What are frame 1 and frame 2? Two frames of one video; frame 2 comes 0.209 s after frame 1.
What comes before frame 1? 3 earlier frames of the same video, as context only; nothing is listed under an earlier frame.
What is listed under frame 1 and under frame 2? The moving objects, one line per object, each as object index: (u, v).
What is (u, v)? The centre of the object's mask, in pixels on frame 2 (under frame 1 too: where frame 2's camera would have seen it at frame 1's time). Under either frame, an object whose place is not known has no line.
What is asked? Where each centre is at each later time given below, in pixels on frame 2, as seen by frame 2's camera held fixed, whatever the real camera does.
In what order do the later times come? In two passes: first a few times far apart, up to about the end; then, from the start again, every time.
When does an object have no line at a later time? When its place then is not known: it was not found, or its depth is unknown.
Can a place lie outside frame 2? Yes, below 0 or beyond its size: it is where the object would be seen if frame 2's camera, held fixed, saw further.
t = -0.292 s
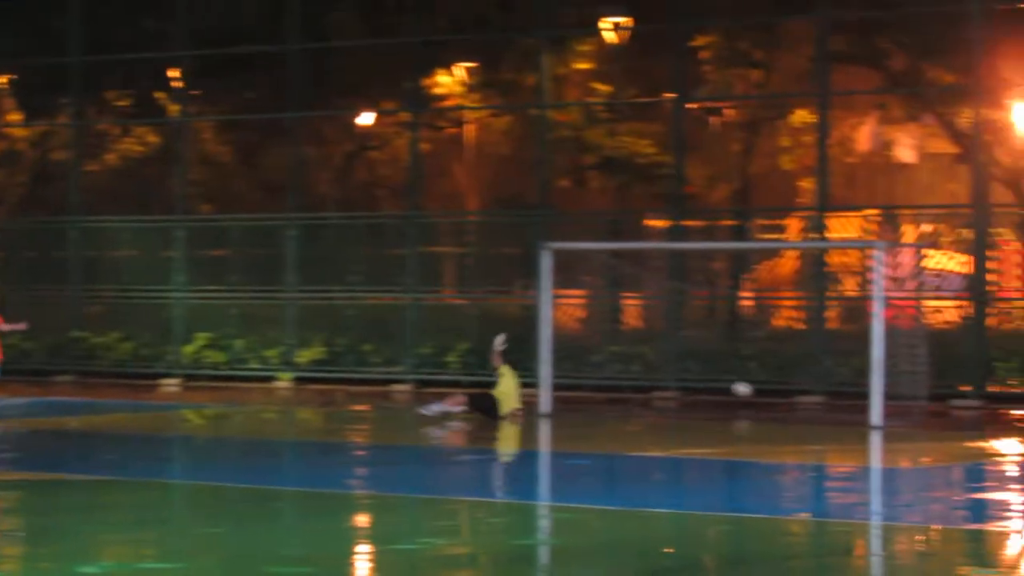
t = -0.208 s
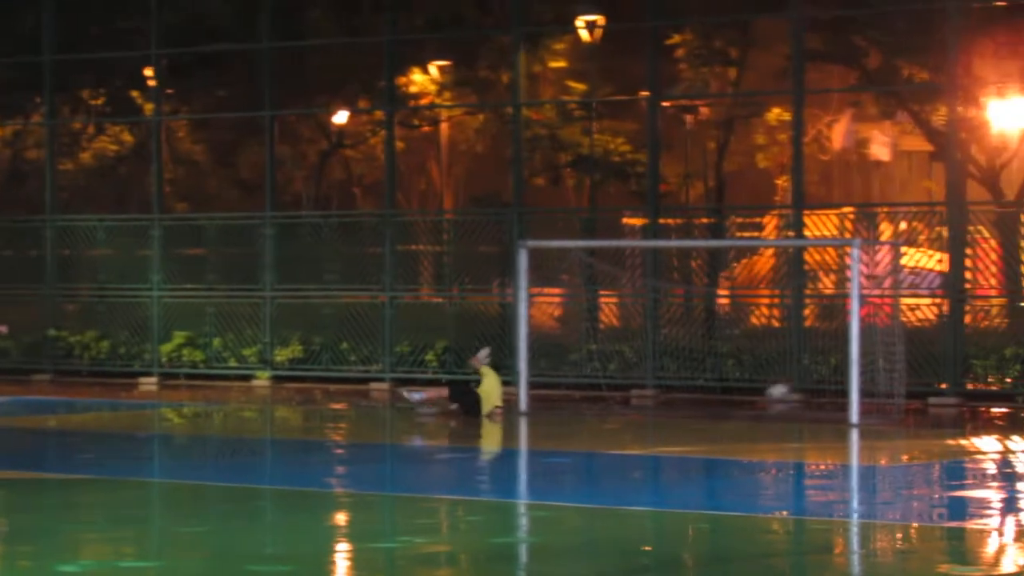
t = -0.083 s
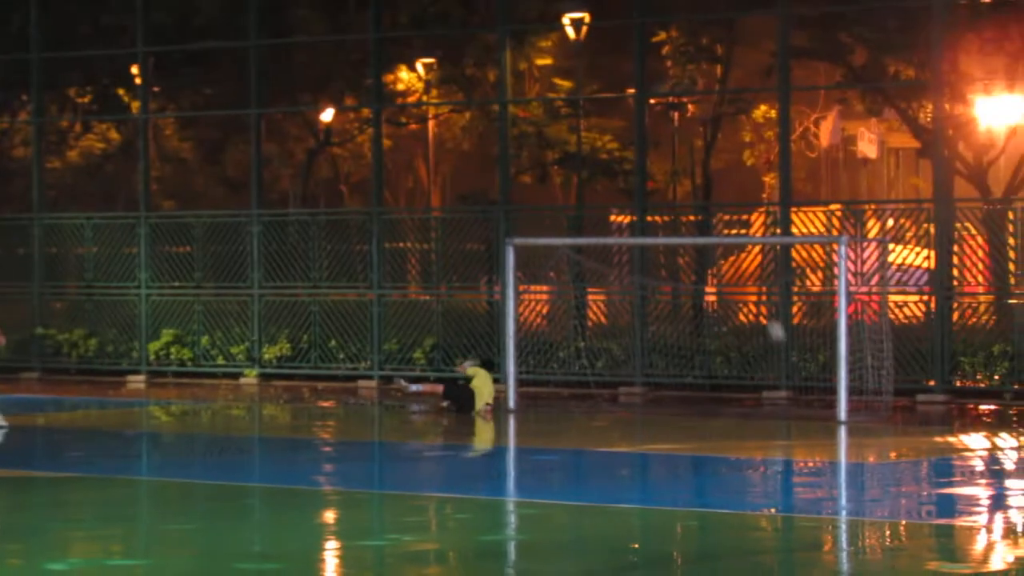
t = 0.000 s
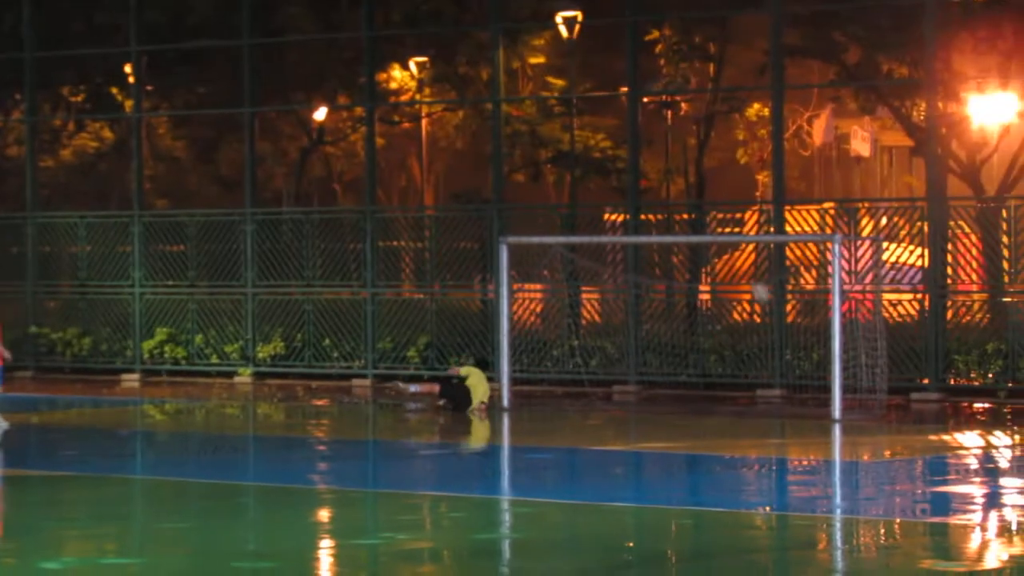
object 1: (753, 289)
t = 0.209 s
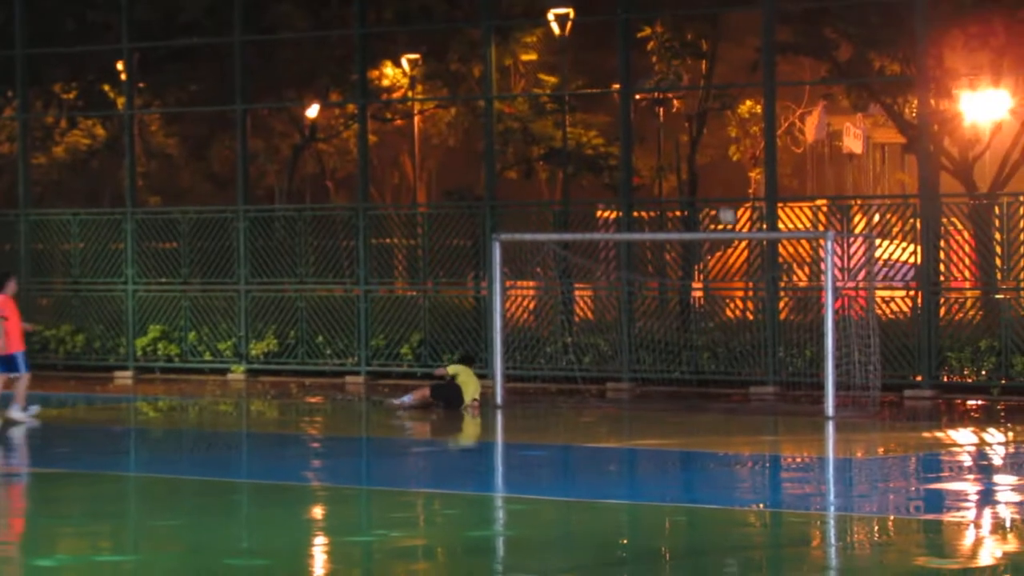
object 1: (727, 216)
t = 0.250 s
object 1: (722, 205)
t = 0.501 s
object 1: (693, 168)
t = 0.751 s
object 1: (665, 177)
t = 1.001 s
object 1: (639, 229)
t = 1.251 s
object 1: (610, 342)
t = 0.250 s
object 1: (722, 205)
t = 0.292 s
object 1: (718, 196)
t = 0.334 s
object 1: (712, 188)
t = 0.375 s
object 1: (707, 181)
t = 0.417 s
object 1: (703, 175)
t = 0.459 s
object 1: (698, 171)
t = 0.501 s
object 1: (693, 168)
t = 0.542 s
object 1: (689, 167)
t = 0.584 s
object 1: (684, 166)
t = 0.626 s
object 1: (679, 167)
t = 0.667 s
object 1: (675, 169)
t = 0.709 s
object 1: (669, 173)
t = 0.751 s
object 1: (665, 177)
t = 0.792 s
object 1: (661, 184)
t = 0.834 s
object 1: (655, 191)
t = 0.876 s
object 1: (651, 200)
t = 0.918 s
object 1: (647, 211)
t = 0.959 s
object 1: (641, 223)
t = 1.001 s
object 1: (639, 229)
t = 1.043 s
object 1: (632, 251)
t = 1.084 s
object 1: (628, 265)
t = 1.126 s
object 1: (624, 283)
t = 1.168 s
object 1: (619, 301)
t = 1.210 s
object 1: (615, 321)
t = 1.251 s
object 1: (610, 342)
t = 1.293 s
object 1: (604, 366)
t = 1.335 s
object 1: (600, 389)
